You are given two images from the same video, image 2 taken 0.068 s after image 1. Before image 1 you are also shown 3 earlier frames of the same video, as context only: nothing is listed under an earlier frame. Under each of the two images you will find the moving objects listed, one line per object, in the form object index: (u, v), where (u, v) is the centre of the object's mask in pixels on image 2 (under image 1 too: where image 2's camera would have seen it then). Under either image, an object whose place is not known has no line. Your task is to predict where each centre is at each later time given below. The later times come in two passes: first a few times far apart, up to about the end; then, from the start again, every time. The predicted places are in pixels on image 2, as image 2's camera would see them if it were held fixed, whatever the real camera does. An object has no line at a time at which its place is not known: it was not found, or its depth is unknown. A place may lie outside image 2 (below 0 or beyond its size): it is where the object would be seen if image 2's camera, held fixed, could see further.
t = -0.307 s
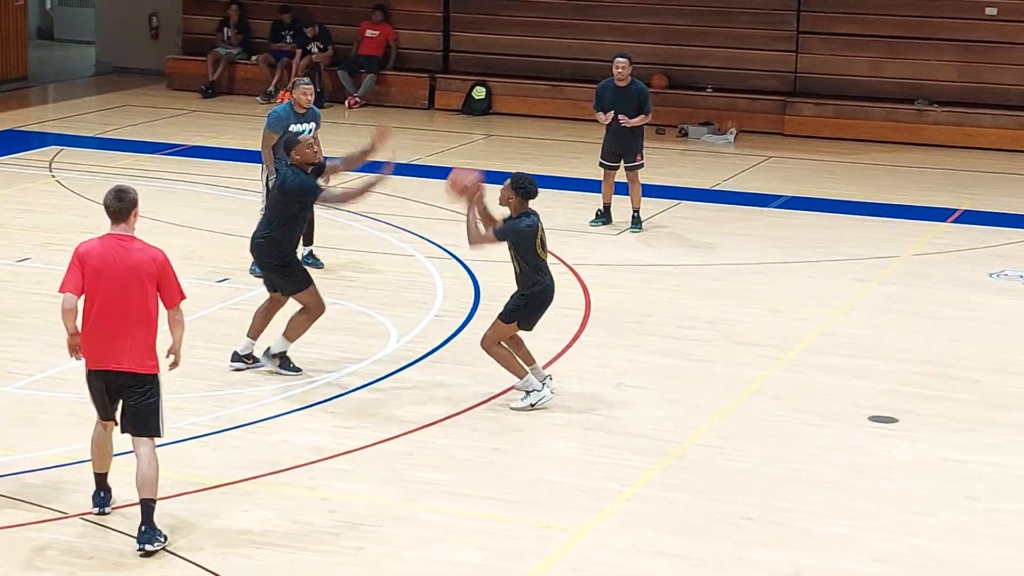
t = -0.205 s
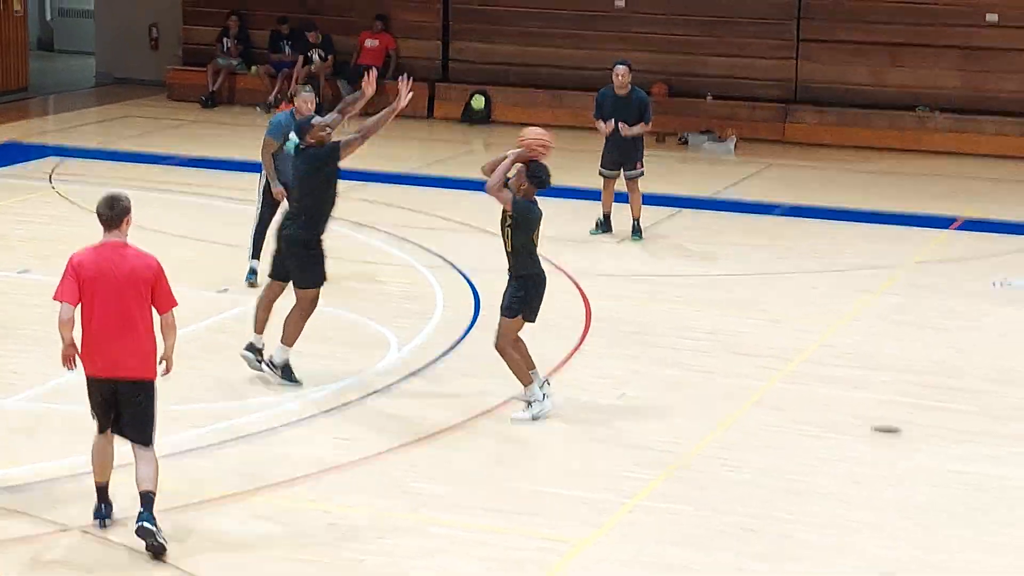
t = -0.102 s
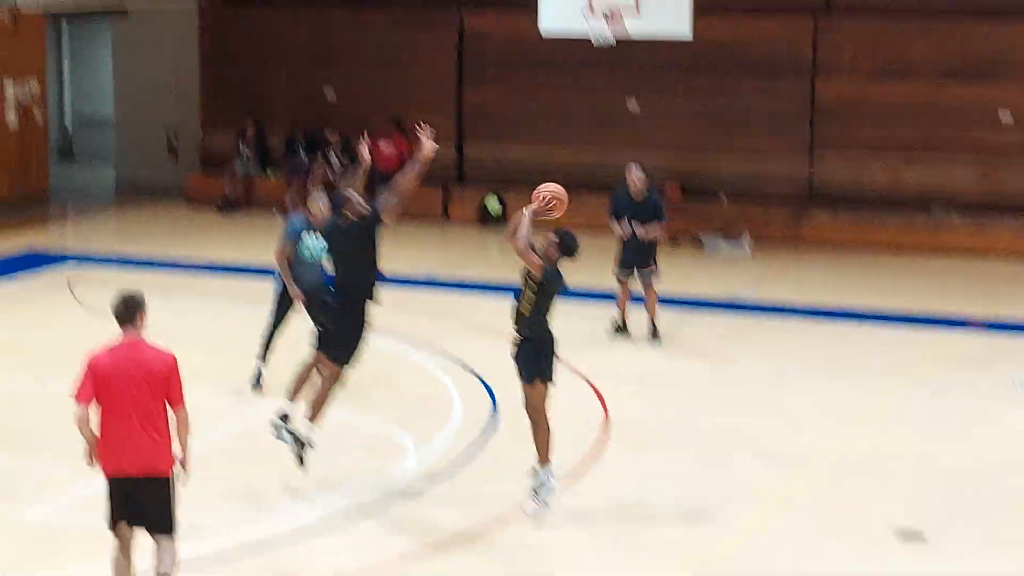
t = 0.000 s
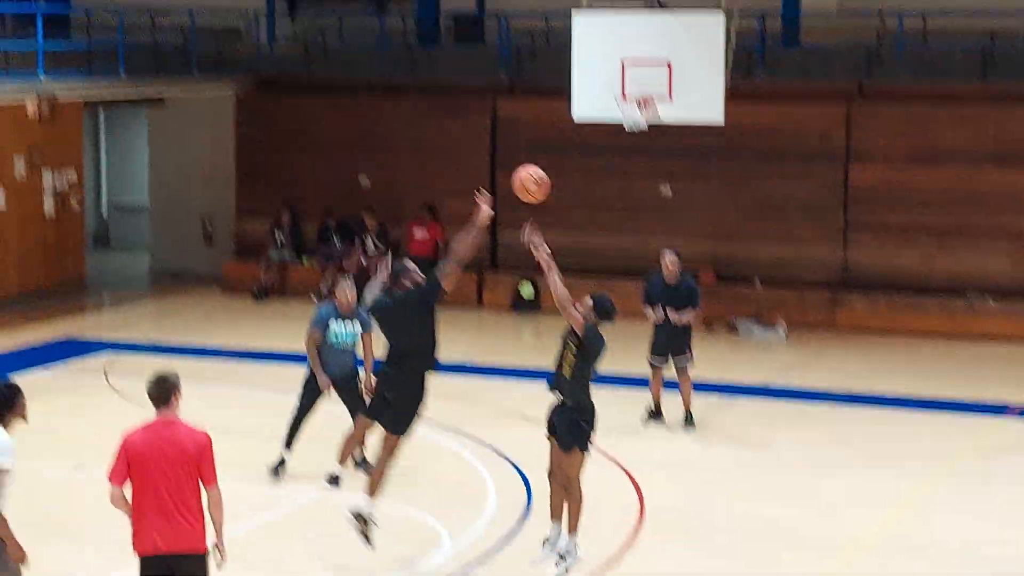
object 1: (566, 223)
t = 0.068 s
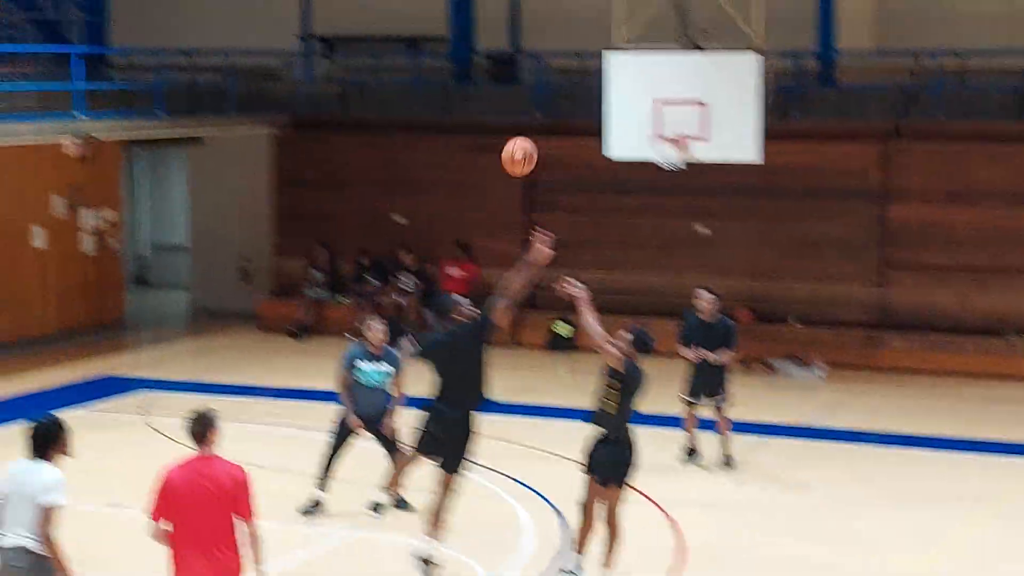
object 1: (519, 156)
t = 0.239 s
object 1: (410, 26)
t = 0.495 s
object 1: (256, -89)
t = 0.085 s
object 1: (509, 141)
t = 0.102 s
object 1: (497, 127)
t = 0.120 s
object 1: (486, 112)
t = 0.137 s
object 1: (476, 99)
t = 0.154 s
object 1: (465, 86)
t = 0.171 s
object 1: (454, 73)
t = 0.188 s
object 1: (443, 60)
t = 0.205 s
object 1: (432, 48)
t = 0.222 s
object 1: (421, 37)
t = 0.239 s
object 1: (410, 26)
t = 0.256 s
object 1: (400, 16)
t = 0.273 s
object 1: (389, 5)
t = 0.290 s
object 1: (378, -5)
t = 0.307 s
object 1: (368, -14)
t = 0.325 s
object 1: (357, -24)
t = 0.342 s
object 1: (347, -32)
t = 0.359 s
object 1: (337, -40)
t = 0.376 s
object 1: (327, -48)
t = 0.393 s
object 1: (318, -55)
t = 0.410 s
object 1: (307, -62)
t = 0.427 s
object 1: (297, -69)
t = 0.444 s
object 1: (287, -74)
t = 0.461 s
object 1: (277, -80)
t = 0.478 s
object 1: (266, -84)
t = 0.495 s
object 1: (256, -89)
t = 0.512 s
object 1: (245, -93)
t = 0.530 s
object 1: (236, -97)
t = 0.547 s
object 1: (226, -100)
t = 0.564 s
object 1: (217, -102)
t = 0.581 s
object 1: (207, -105)
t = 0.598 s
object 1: (198, -108)
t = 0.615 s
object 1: (188, -109)
